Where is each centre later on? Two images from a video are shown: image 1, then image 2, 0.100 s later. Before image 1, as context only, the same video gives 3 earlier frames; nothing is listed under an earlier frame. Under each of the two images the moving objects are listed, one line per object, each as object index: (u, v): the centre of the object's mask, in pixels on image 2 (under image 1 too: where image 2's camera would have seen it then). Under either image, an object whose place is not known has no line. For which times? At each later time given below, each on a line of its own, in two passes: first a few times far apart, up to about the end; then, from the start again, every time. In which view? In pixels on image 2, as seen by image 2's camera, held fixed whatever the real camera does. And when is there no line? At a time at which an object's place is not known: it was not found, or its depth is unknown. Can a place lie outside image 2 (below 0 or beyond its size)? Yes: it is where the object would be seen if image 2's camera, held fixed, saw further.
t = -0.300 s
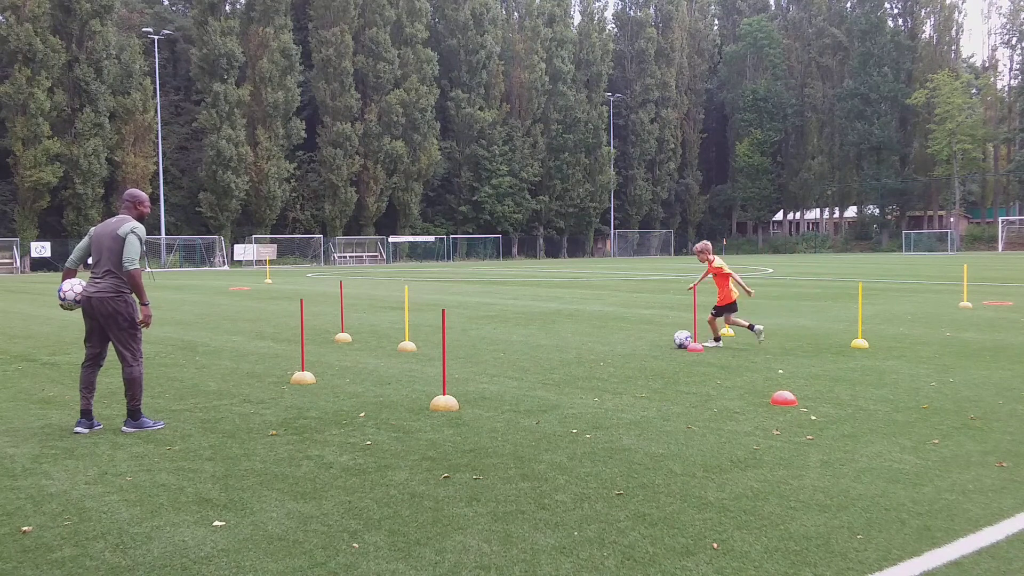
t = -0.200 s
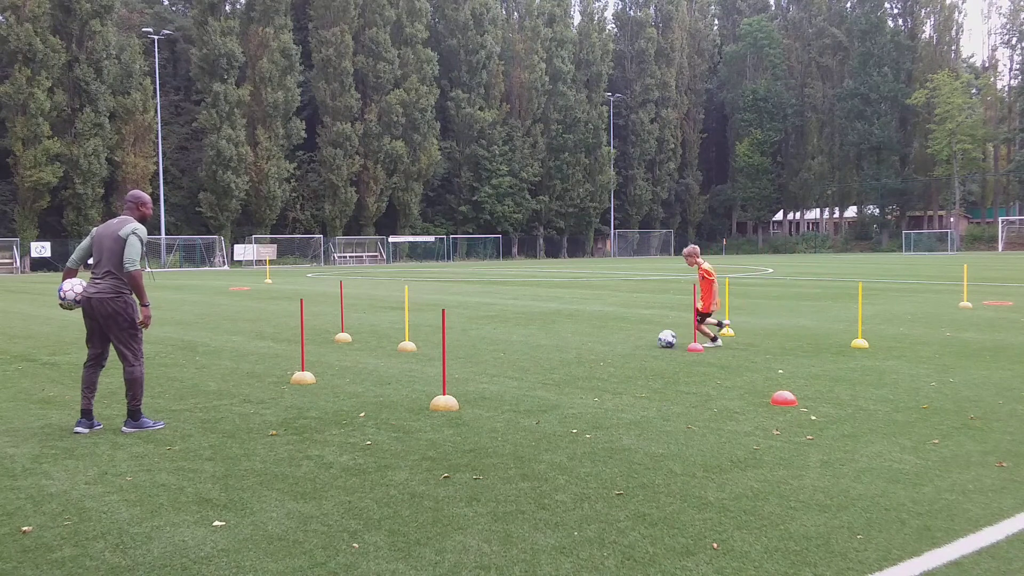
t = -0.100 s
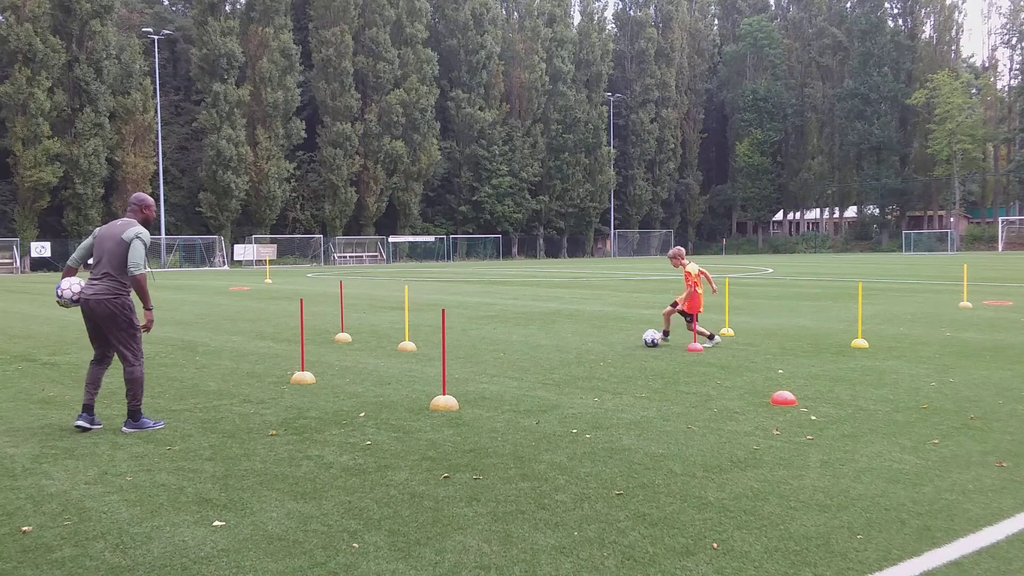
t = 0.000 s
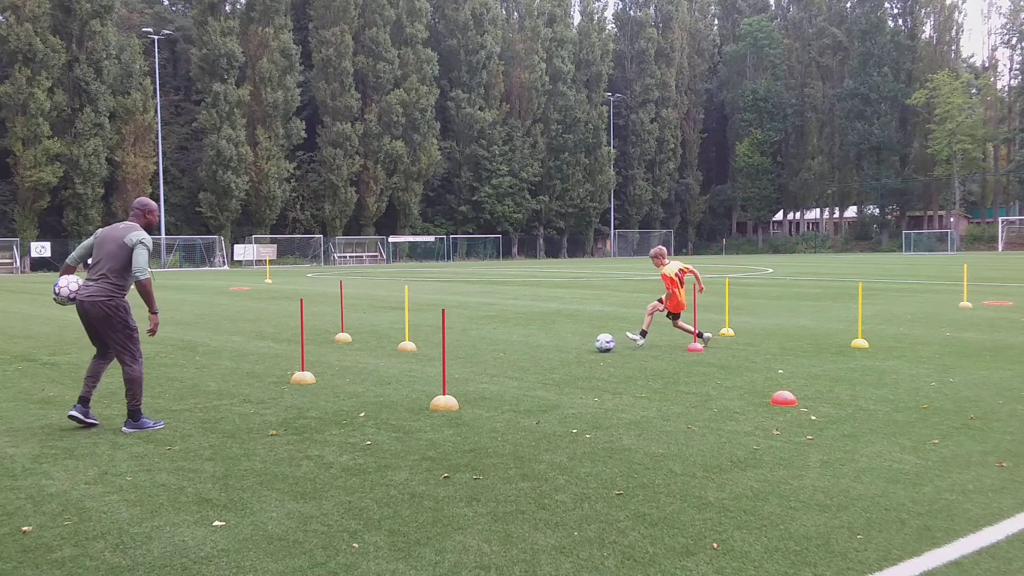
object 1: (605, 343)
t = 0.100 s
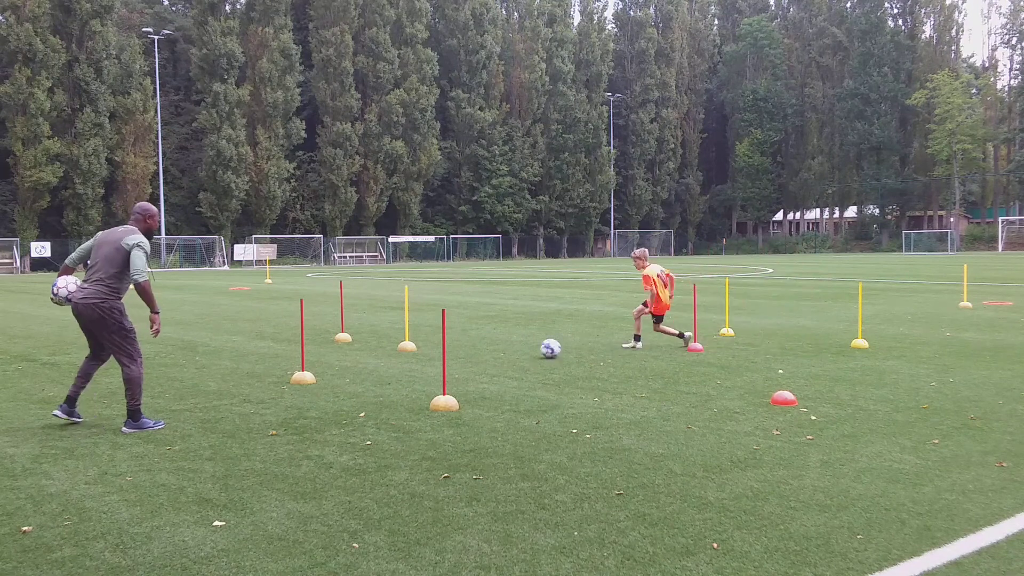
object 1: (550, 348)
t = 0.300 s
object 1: (439, 360)
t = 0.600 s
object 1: (271, 379)
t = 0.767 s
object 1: (170, 389)
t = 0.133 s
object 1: (532, 350)
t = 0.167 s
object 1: (514, 353)
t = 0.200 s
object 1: (496, 354)
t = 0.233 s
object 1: (477, 356)
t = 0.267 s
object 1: (459, 359)
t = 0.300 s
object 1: (439, 360)
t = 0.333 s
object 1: (422, 362)
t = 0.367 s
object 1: (403, 364)
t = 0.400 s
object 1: (385, 366)
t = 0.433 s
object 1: (366, 368)
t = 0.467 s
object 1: (347, 370)
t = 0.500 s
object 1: (328, 373)
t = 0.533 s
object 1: (310, 374)
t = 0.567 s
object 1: (290, 376)
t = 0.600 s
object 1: (271, 379)
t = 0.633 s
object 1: (251, 380)
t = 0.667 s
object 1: (232, 382)
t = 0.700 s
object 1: (212, 385)
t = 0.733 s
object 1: (191, 387)
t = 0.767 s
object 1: (170, 389)
